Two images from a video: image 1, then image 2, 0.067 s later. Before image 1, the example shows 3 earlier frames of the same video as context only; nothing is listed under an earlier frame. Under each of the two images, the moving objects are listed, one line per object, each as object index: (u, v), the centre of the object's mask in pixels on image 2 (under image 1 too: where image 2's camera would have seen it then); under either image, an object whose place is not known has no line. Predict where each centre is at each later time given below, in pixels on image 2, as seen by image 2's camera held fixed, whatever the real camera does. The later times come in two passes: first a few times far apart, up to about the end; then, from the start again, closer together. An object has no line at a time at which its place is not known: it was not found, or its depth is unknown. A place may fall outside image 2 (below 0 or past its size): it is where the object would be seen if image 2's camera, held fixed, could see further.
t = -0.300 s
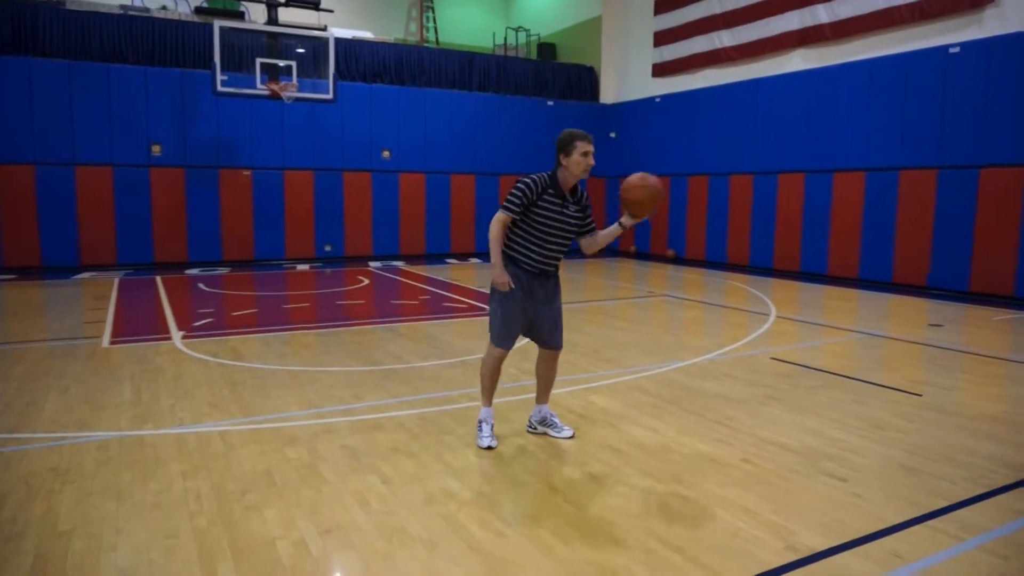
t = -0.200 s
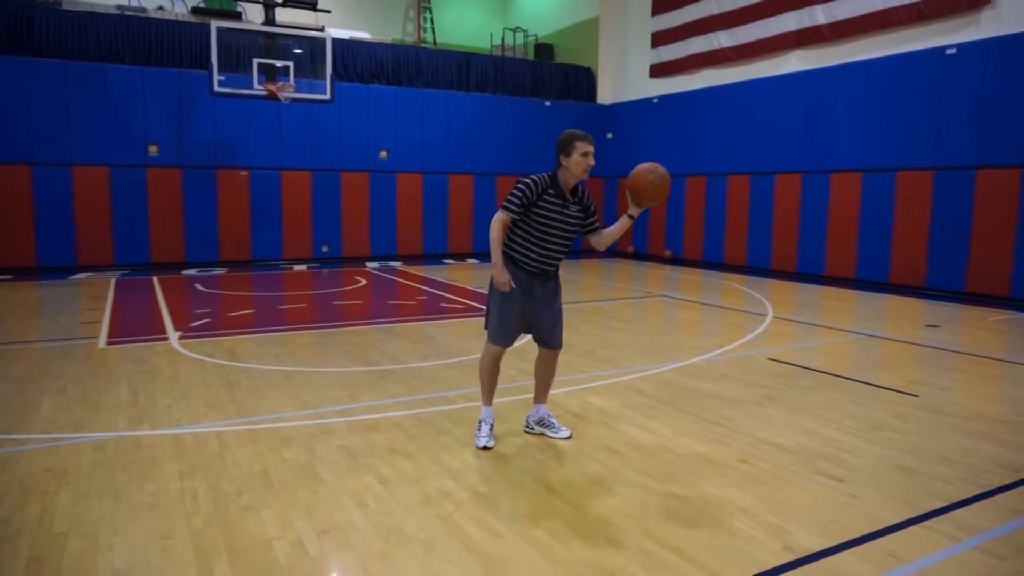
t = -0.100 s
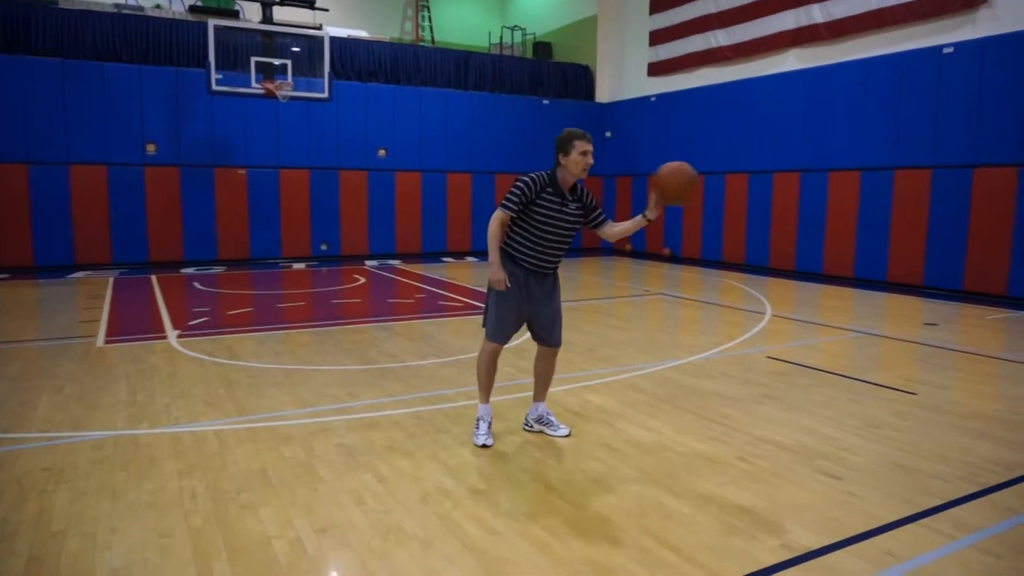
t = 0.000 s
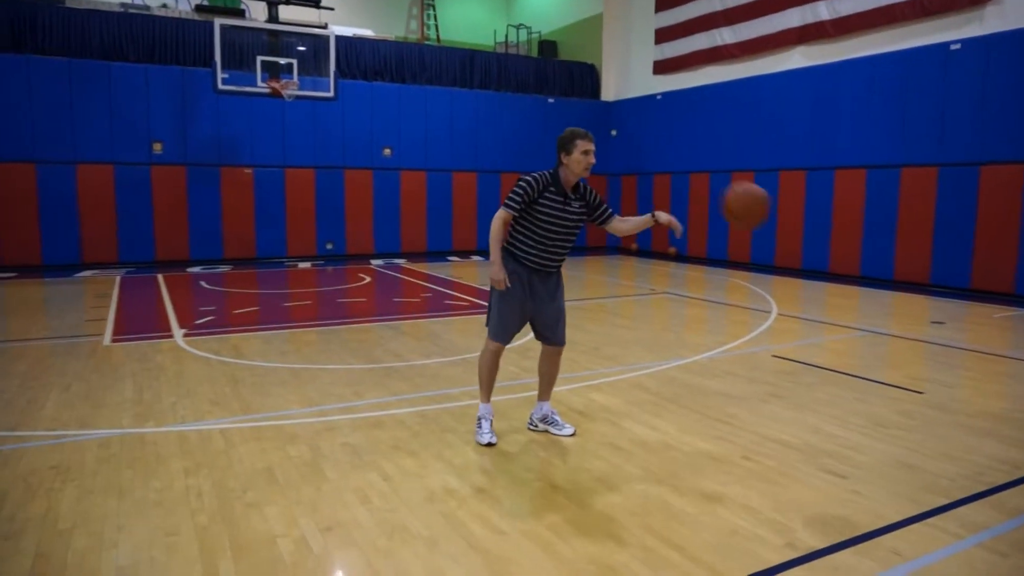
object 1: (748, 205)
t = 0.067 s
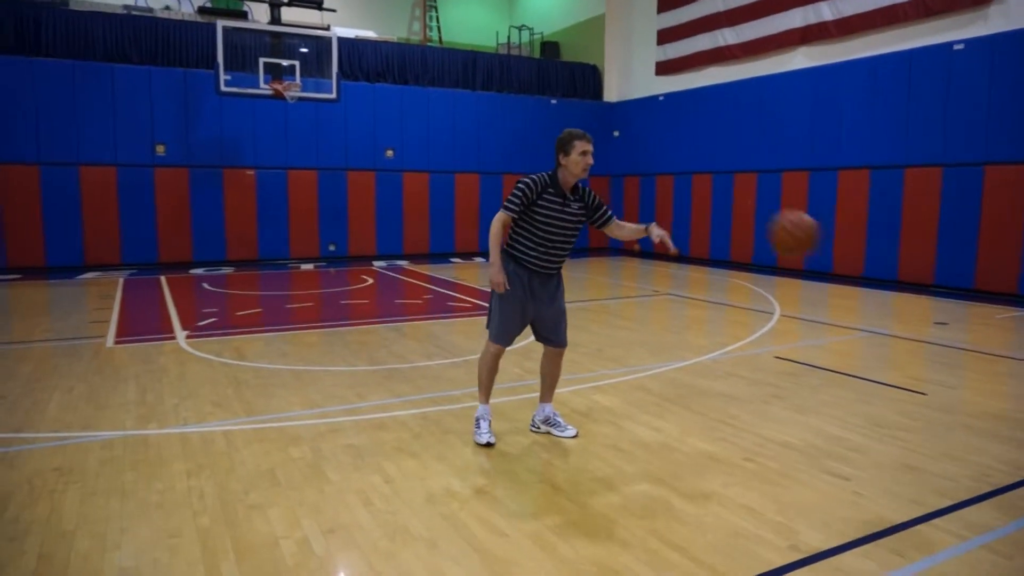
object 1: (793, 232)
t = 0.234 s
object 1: (915, 353)
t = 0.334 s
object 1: (984, 455)
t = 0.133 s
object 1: (841, 272)
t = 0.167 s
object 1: (865, 296)
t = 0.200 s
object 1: (891, 323)
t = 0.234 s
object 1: (915, 353)
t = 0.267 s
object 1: (943, 385)
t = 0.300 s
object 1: (967, 419)
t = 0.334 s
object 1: (984, 455)
